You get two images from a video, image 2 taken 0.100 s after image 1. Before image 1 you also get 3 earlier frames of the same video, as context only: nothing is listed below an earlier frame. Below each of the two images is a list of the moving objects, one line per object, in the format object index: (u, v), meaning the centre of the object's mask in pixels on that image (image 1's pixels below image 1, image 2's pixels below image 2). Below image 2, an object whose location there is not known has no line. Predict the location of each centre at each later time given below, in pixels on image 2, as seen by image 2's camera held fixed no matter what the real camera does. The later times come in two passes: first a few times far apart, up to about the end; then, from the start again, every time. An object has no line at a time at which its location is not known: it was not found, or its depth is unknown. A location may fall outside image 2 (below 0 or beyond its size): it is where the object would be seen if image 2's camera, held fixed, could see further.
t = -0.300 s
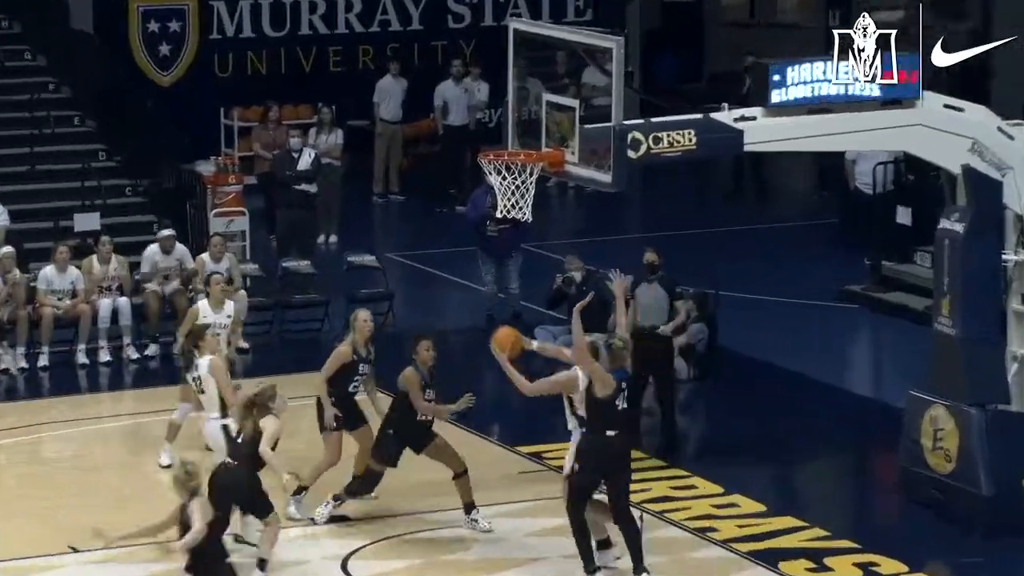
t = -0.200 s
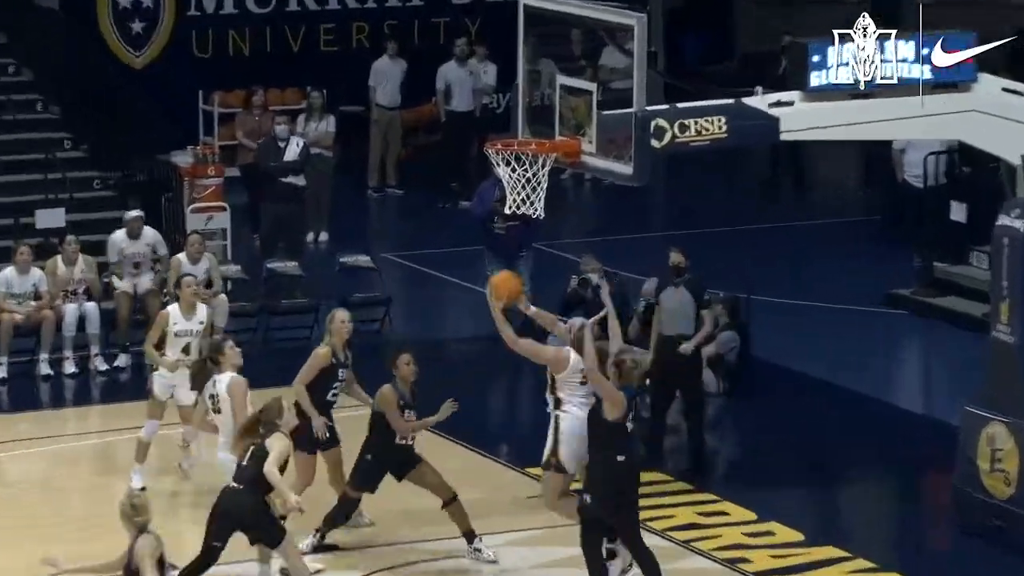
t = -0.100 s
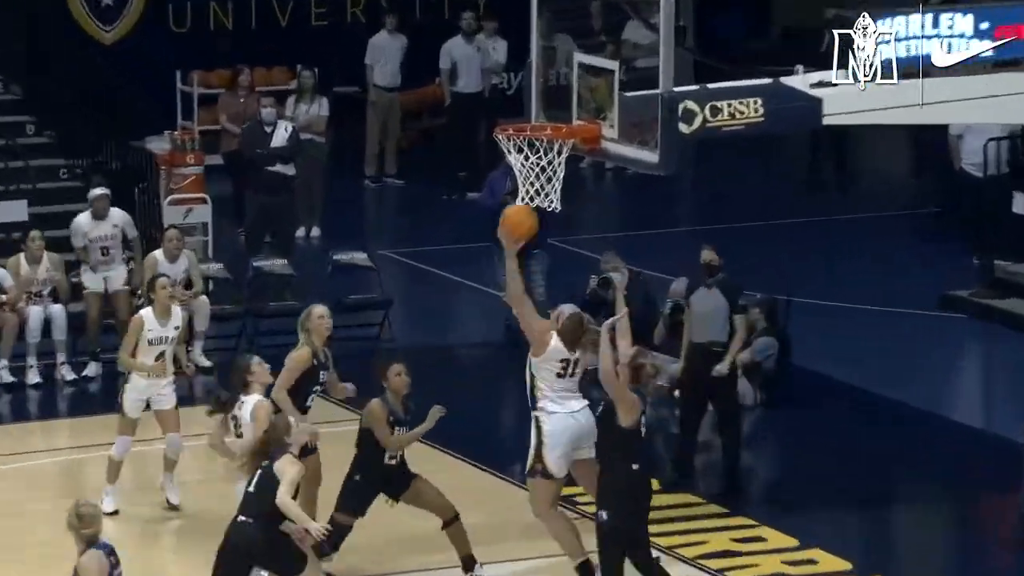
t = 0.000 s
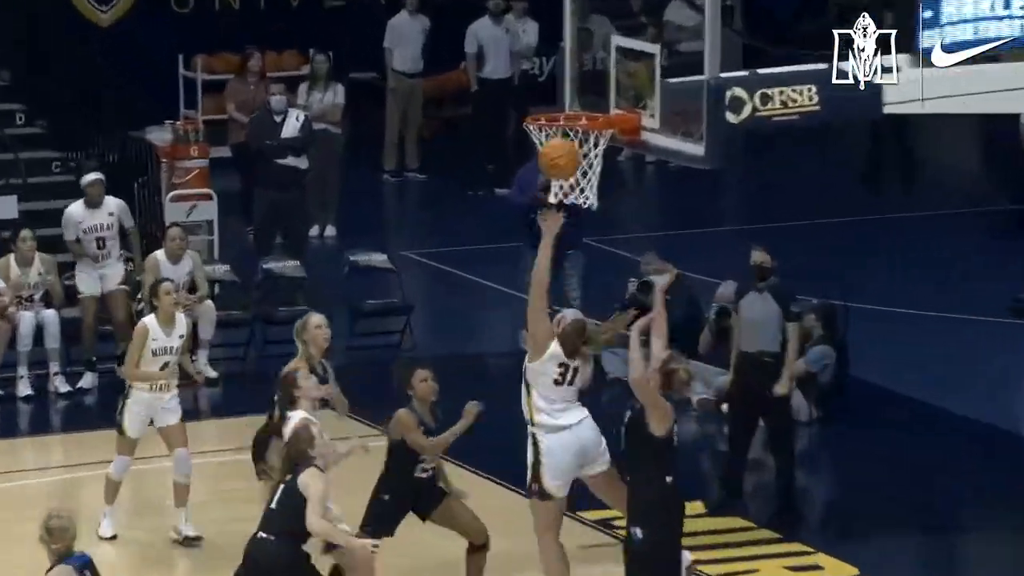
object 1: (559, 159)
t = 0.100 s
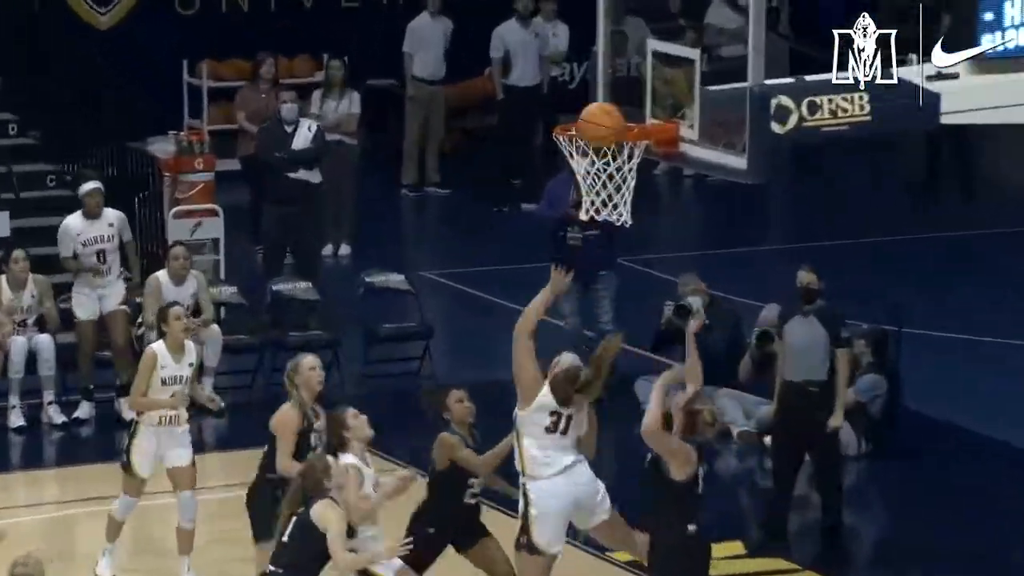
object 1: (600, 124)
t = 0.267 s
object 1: (618, 85)
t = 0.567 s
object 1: (632, 93)
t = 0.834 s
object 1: (615, 114)
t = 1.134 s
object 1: (584, 194)
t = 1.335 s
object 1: (590, 282)
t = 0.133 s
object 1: (603, 112)
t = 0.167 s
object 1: (606, 103)
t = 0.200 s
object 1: (610, 94)
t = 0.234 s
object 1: (613, 88)
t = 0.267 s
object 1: (618, 85)
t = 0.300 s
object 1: (621, 83)
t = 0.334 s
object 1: (624, 85)
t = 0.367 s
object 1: (627, 87)
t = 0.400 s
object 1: (631, 93)
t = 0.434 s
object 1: (633, 99)
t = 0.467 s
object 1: (636, 107)
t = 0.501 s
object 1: (635, 101)
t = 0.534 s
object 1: (634, 96)
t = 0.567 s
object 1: (632, 93)
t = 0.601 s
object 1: (631, 91)
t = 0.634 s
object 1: (630, 92)
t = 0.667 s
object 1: (628, 94)
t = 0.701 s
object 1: (627, 98)
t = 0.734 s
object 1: (626, 104)
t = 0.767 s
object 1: (625, 111)
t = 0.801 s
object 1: (621, 112)
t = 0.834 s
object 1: (615, 114)
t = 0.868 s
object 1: (609, 118)
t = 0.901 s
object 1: (604, 126)
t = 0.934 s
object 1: (597, 137)
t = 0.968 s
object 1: (593, 146)
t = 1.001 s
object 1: (588, 162)
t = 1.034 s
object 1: (584, 173)
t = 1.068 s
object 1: (582, 181)
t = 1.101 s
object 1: (586, 185)
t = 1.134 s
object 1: (584, 194)
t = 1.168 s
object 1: (584, 203)
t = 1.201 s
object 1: (585, 216)
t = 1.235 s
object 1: (587, 230)
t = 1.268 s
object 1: (588, 244)
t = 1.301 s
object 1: (589, 262)
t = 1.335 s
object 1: (590, 282)
